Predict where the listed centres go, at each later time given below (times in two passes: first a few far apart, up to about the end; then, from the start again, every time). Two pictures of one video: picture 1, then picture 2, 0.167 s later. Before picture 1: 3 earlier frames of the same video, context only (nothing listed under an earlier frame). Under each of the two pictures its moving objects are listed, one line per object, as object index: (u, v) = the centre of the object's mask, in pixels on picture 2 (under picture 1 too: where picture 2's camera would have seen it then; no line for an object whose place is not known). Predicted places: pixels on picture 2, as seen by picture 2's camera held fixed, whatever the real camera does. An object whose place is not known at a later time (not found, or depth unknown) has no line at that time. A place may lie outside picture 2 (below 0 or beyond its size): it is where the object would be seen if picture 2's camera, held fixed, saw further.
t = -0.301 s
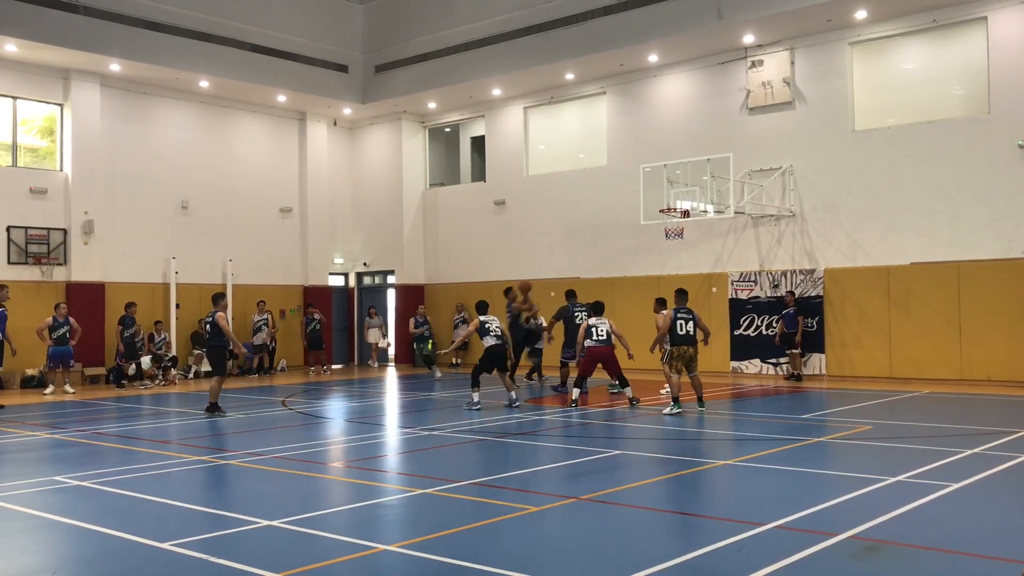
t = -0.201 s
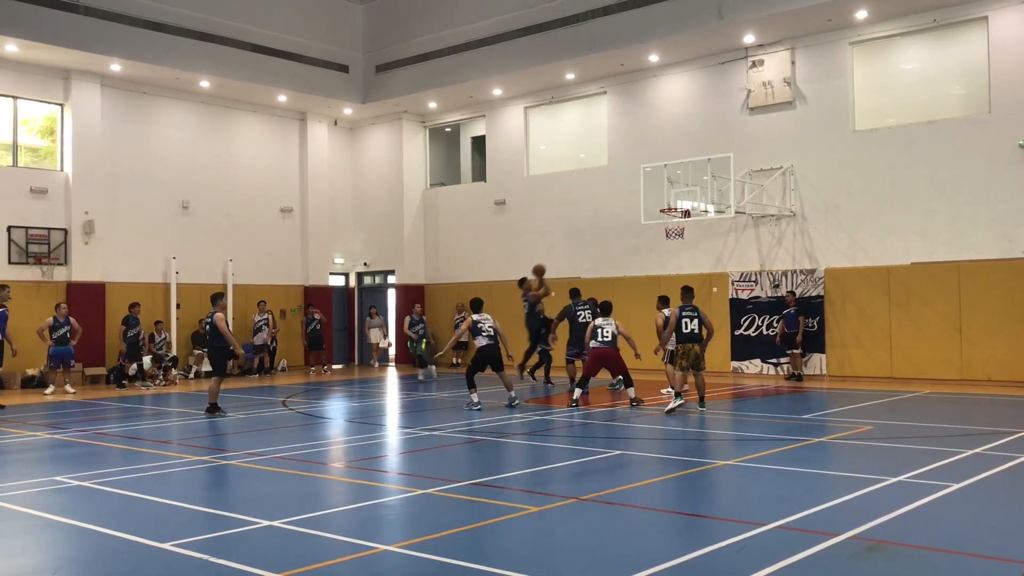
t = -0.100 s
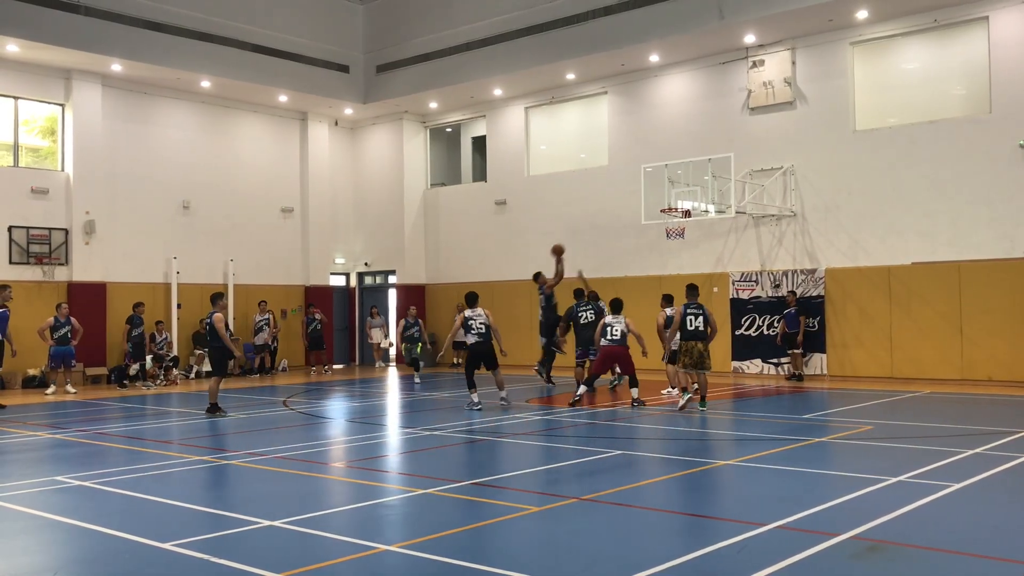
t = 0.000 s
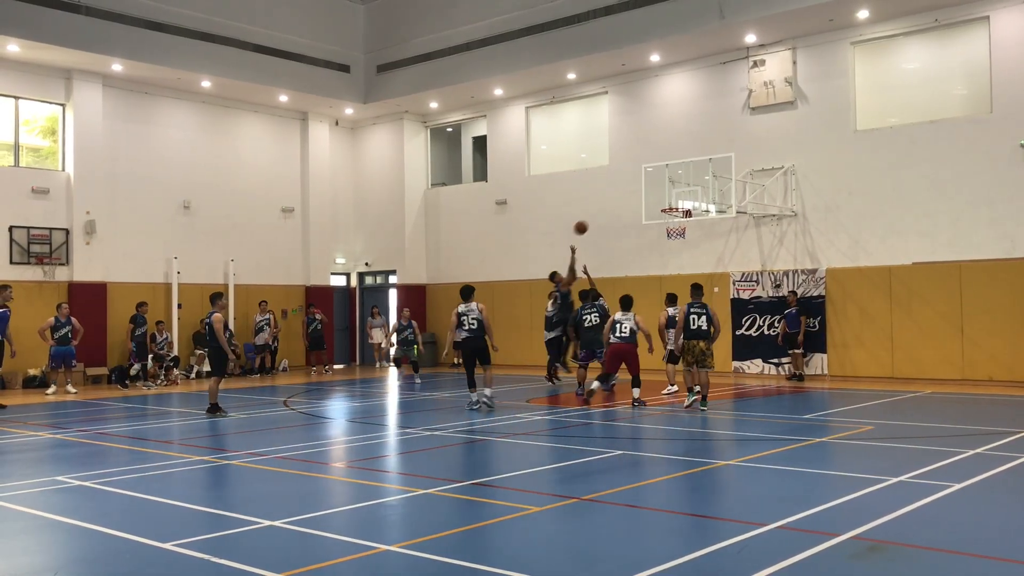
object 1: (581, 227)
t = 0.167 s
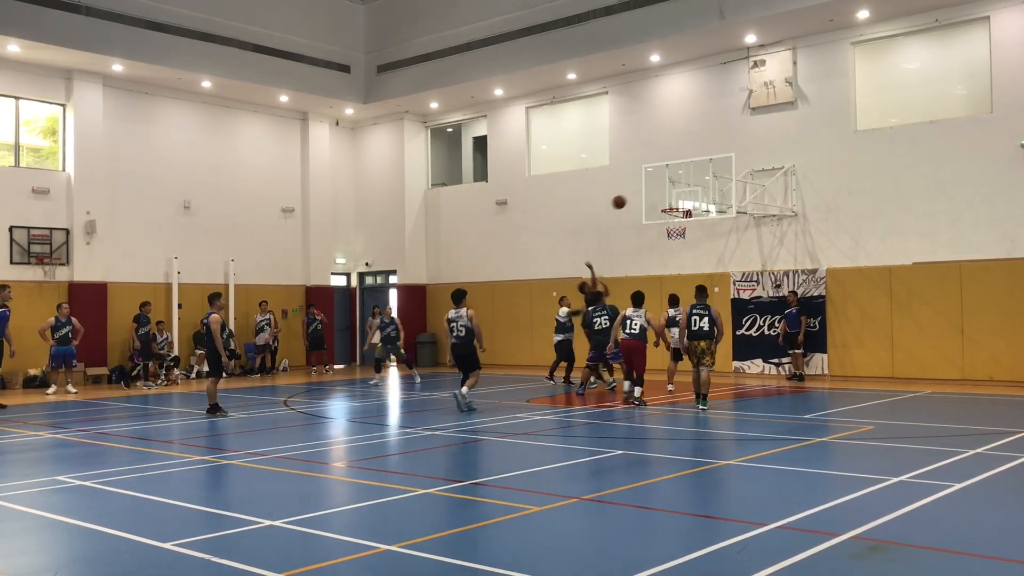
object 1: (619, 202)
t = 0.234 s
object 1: (634, 196)
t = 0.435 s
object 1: (671, 191)
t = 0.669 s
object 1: (676, 195)
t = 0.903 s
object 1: (667, 189)
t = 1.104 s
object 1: (661, 201)
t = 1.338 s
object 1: (654, 205)
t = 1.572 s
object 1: (648, 240)
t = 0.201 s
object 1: (627, 198)
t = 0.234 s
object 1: (634, 196)
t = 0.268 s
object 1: (642, 194)
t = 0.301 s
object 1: (650, 192)
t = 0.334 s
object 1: (658, 191)
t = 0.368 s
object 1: (666, 191)
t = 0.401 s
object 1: (669, 191)
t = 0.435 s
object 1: (671, 191)
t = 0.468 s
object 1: (673, 193)
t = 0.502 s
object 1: (674, 194)
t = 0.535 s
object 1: (676, 197)
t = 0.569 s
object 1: (677, 199)
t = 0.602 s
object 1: (678, 202)
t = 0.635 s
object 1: (677, 198)
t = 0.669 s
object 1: (676, 195)
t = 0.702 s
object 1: (675, 192)
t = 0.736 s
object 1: (673, 190)
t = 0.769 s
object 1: (672, 188)
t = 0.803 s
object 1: (671, 187)
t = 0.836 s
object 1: (670, 187)
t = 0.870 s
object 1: (669, 188)
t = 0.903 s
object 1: (667, 189)
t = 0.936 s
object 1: (666, 190)
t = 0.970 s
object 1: (665, 192)
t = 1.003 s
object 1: (664, 195)
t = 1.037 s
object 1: (663, 199)
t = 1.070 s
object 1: (662, 202)
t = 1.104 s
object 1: (661, 201)
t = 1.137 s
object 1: (660, 200)
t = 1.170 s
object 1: (659, 199)
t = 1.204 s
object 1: (658, 199)
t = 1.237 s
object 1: (657, 200)
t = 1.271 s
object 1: (656, 201)
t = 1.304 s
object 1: (655, 203)
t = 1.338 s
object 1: (654, 205)
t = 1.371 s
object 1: (653, 208)
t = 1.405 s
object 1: (652, 212)
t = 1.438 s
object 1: (651, 216)
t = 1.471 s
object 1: (651, 221)
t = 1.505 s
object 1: (650, 227)
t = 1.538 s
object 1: (649, 233)
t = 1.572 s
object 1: (648, 240)
